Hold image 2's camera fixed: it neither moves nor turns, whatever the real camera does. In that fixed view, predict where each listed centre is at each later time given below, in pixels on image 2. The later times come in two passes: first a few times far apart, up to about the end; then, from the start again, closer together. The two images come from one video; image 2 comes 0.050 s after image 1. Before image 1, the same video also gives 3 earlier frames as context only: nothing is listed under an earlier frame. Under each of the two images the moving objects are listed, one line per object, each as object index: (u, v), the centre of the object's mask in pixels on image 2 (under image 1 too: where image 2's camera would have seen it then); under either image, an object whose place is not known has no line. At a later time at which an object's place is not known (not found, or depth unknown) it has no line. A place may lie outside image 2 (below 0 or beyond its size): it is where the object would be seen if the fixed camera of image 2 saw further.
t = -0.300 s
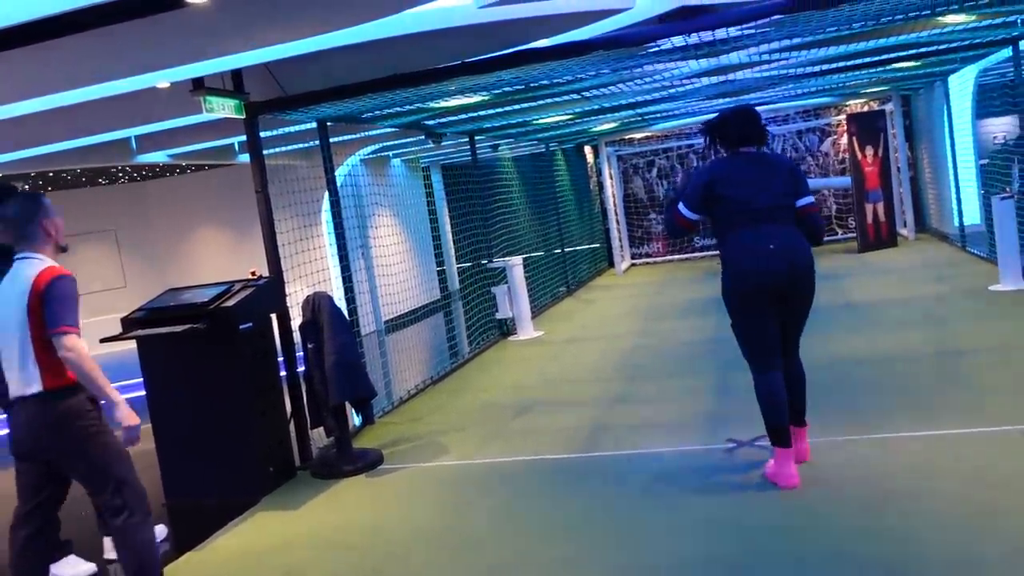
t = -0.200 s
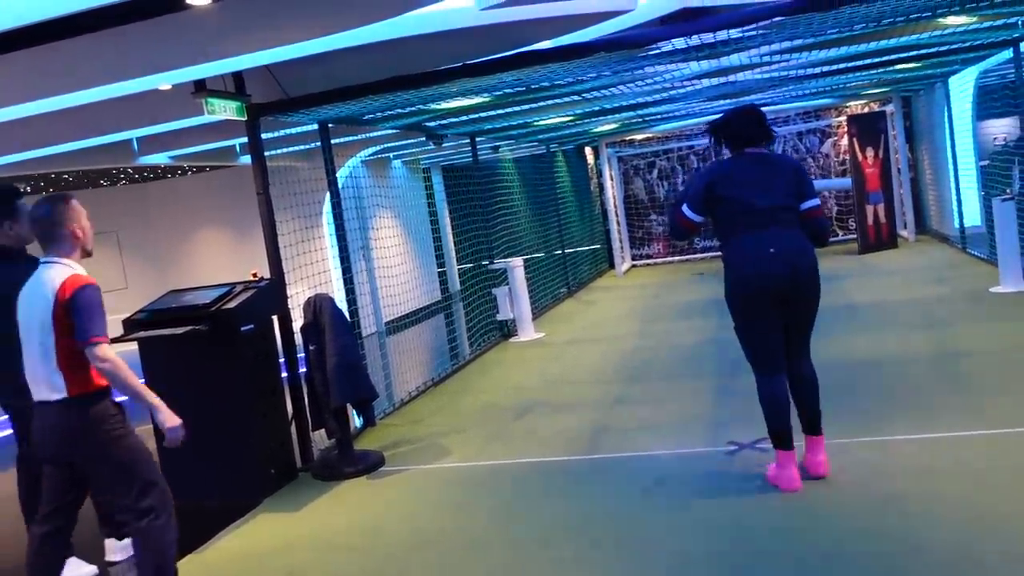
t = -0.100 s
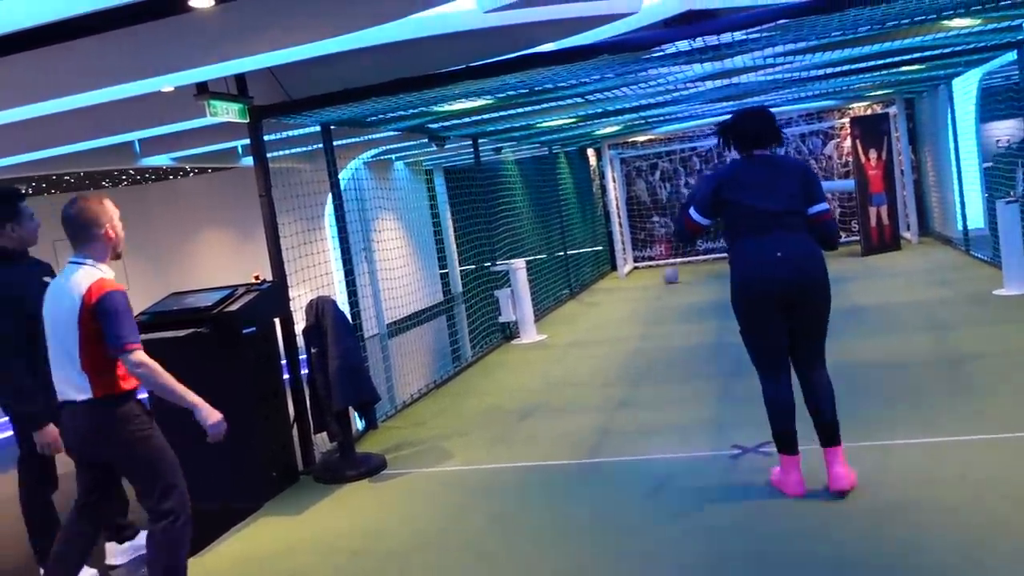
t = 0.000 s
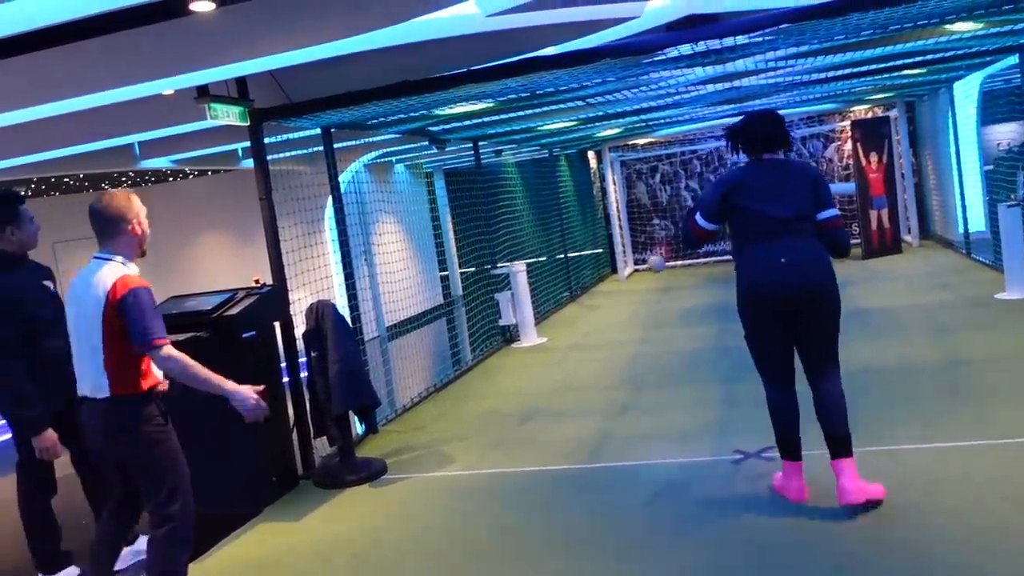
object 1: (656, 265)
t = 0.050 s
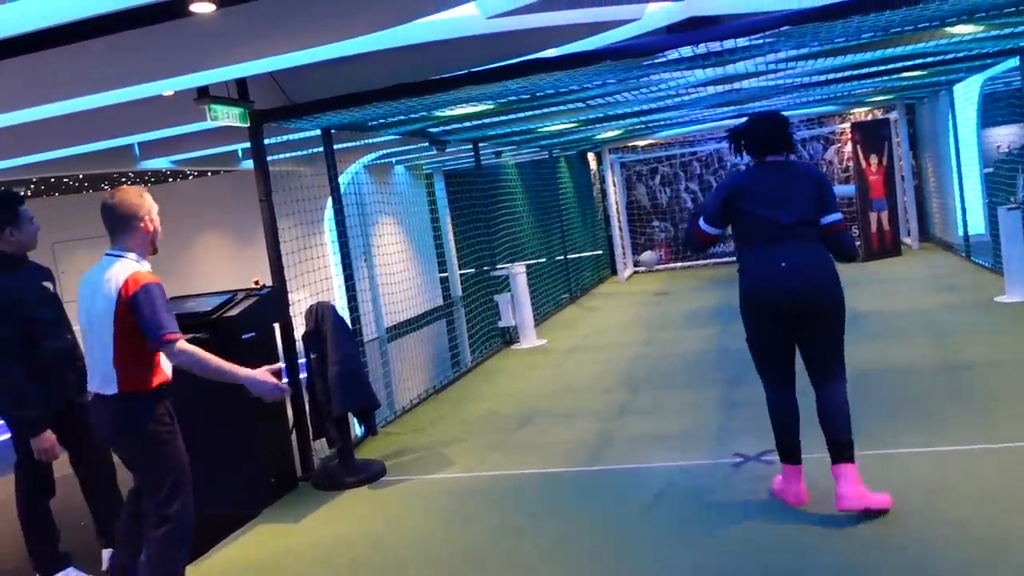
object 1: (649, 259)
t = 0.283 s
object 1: (617, 259)
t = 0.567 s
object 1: (578, 318)
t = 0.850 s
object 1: (530, 315)
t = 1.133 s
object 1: (495, 359)
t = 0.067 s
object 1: (646, 258)
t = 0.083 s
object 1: (643, 257)
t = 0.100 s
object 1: (641, 256)
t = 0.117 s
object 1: (639, 255)
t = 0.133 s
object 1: (637, 254)
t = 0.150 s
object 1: (636, 253)
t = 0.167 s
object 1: (634, 253)
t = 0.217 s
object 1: (626, 254)
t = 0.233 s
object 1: (623, 254)
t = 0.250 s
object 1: (621, 256)
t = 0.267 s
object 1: (619, 256)
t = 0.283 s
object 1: (617, 259)
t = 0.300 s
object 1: (614, 259)
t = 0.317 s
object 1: (612, 262)
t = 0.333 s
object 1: (609, 264)
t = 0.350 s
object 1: (607, 265)
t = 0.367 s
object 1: (605, 267)
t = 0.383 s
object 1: (603, 271)
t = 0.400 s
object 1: (600, 274)
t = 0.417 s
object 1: (598, 278)
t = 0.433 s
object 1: (596, 281)
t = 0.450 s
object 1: (594, 285)
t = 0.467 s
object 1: (591, 289)
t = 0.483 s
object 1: (588, 295)
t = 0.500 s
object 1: (586, 300)
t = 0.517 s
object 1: (585, 306)
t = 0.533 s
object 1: (583, 311)
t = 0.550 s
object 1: (581, 318)
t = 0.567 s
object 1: (578, 318)
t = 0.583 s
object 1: (574, 316)
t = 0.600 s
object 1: (571, 314)
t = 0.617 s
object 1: (567, 313)
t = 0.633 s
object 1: (564, 311)
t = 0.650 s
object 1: (560, 310)
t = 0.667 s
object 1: (557, 309)
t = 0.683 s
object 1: (552, 308)
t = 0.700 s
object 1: (549, 308)
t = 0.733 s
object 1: (541, 308)
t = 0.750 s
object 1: (538, 309)
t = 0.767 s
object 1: (537, 308)
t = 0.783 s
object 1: (536, 309)
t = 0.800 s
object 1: (535, 310)
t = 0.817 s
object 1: (533, 311)
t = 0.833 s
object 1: (531, 312)
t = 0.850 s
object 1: (530, 315)
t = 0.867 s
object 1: (528, 317)
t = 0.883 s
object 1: (527, 320)
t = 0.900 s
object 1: (525, 322)
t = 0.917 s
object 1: (524, 325)
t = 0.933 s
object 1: (522, 329)
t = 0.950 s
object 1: (521, 333)
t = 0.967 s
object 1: (520, 336)
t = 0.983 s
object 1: (518, 342)
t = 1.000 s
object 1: (517, 348)
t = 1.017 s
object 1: (517, 353)
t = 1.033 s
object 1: (515, 359)
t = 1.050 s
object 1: (513, 360)
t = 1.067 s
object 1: (509, 359)
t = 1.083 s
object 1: (505, 358)
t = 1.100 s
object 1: (501, 358)
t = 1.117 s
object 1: (498, 359)
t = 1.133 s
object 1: (495, 359)
